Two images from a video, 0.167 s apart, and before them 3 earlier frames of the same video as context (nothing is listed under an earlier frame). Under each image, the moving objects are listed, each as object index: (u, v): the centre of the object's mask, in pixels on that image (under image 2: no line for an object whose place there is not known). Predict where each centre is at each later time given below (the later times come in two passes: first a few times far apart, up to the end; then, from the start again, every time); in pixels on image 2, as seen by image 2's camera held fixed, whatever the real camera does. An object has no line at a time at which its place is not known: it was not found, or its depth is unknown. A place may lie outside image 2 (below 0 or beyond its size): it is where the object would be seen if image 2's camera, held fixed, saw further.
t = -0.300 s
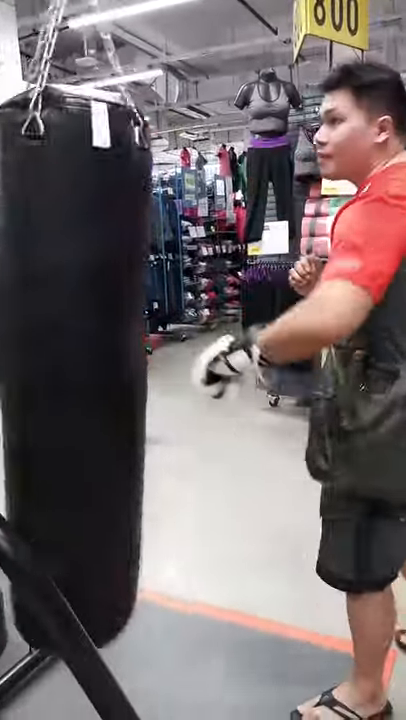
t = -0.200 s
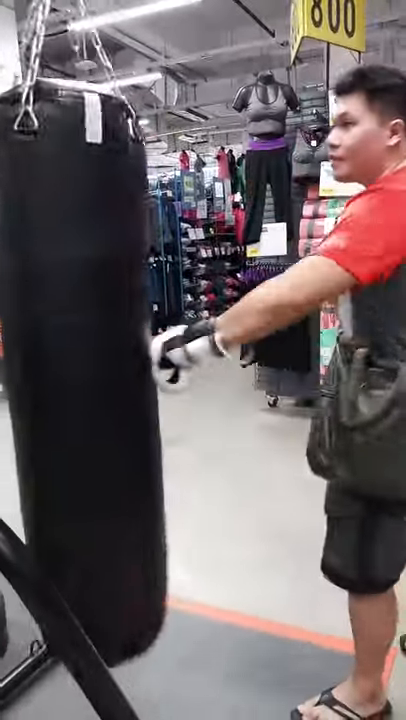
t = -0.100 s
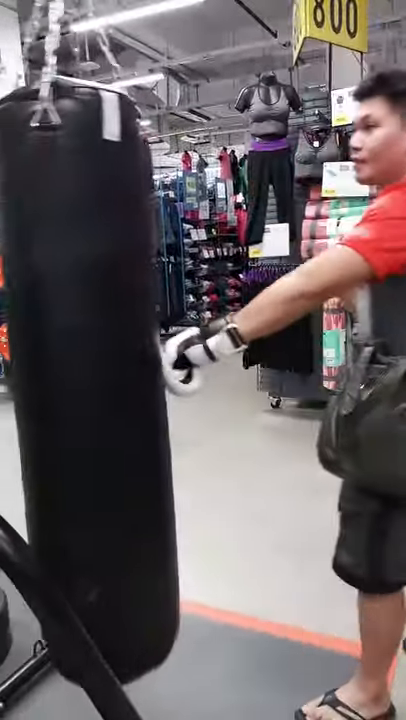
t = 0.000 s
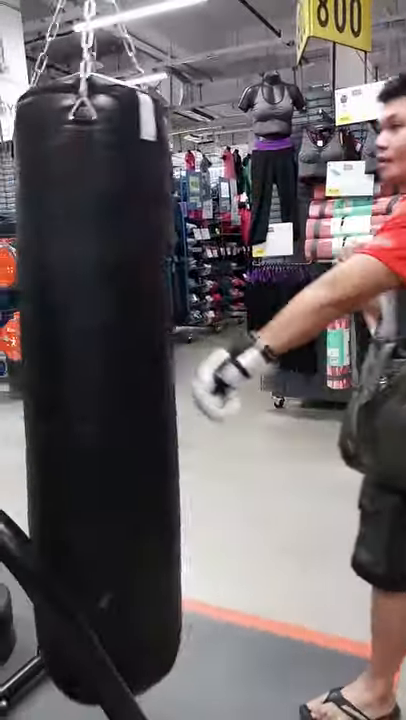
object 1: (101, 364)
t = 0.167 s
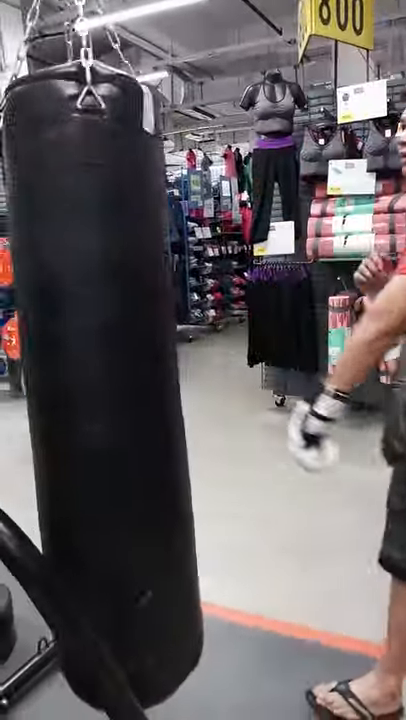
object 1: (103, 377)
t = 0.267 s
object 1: (111, 371)
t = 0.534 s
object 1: (120, 372)
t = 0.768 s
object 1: (121, 363)
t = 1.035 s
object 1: (116, 348)
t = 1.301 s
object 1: (109, 339)
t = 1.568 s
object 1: (101, 348)
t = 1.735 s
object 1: (99, 357)
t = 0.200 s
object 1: (106, 367)
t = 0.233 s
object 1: (107, 378)
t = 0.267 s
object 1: (111, 371)
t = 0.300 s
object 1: (112, 389)
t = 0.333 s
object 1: (114, 388)
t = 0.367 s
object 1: (116, 371)
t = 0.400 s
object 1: (116, 370)
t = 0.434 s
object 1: (115, 372)
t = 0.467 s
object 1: (116, 372)
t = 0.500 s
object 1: (118, 373)
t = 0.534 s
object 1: (120, 372)
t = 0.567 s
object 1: (121, 372)
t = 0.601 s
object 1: (121, 372)
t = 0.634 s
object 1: (121, 372)
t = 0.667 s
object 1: (120, 368)
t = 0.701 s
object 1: (121, 365)
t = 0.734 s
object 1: (120, 363)
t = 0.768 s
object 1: (121, 363)
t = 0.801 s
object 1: (121, 362)
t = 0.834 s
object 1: (122, 362)
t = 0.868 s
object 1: (121, 360)
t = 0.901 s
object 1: (121, 358)
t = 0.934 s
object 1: (119, 355)
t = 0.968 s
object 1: (119, 353)
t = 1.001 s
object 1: (118, 350)
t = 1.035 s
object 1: (116, 348)
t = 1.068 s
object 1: (115, 345)
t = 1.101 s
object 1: (115, 345)
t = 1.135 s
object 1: (115, 345)
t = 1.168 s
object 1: (114, 345)
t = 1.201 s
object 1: (113, 344)
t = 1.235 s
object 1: (112, 342)
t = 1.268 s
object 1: (110, 340)
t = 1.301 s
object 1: (109, 339)
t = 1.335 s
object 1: (107, 338)
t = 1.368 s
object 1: (105, 339)
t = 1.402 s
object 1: (104, 340)
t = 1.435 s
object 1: (103, 341)
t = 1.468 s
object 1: (103, 343)
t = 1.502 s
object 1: (103, 344)
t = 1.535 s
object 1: (102, 346)
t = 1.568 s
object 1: (101, 348)
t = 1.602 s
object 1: (100, 349)
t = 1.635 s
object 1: (100, 351)
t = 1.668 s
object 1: (100, 353)
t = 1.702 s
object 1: (99, 355)
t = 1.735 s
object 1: (99, 357)
